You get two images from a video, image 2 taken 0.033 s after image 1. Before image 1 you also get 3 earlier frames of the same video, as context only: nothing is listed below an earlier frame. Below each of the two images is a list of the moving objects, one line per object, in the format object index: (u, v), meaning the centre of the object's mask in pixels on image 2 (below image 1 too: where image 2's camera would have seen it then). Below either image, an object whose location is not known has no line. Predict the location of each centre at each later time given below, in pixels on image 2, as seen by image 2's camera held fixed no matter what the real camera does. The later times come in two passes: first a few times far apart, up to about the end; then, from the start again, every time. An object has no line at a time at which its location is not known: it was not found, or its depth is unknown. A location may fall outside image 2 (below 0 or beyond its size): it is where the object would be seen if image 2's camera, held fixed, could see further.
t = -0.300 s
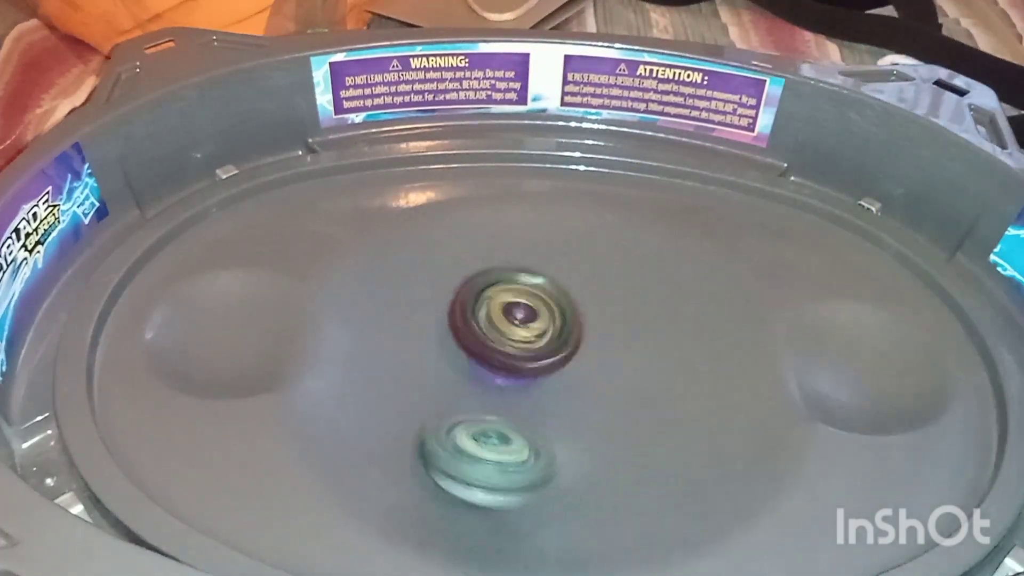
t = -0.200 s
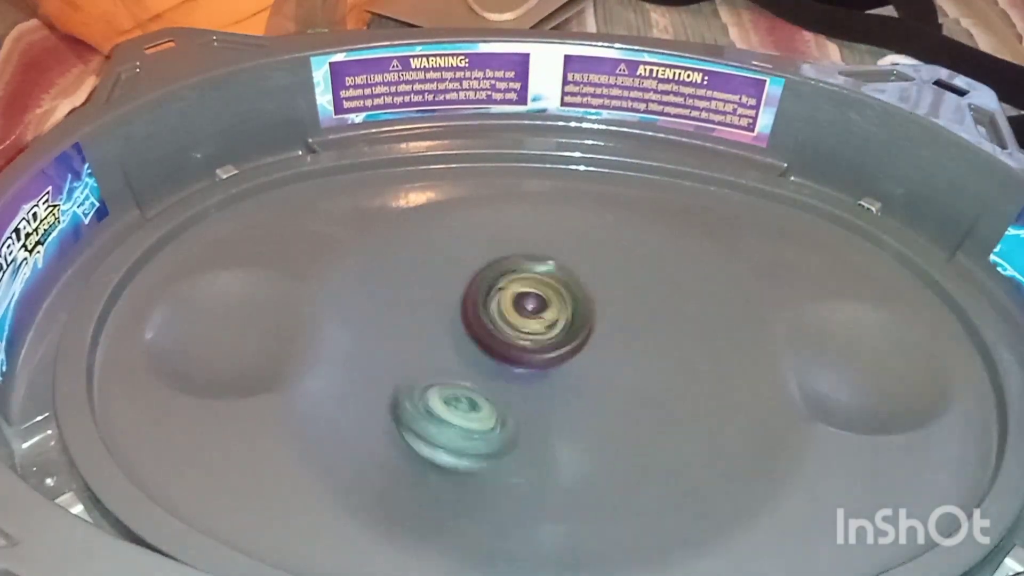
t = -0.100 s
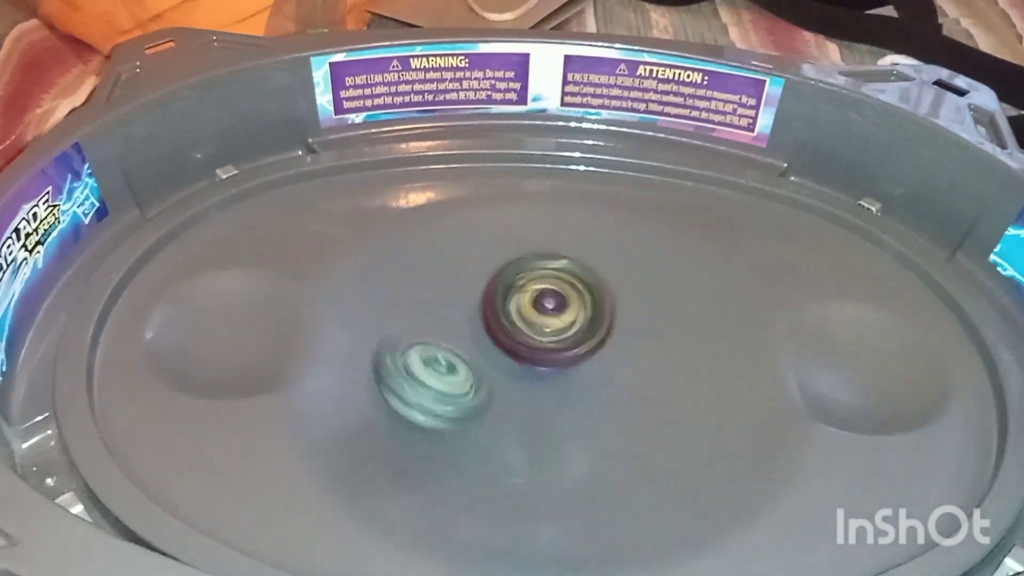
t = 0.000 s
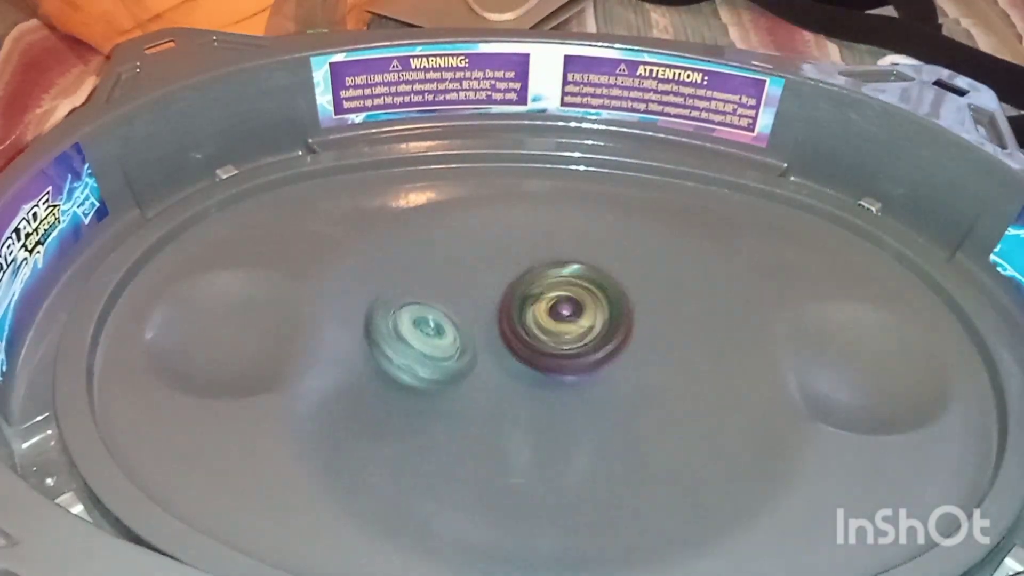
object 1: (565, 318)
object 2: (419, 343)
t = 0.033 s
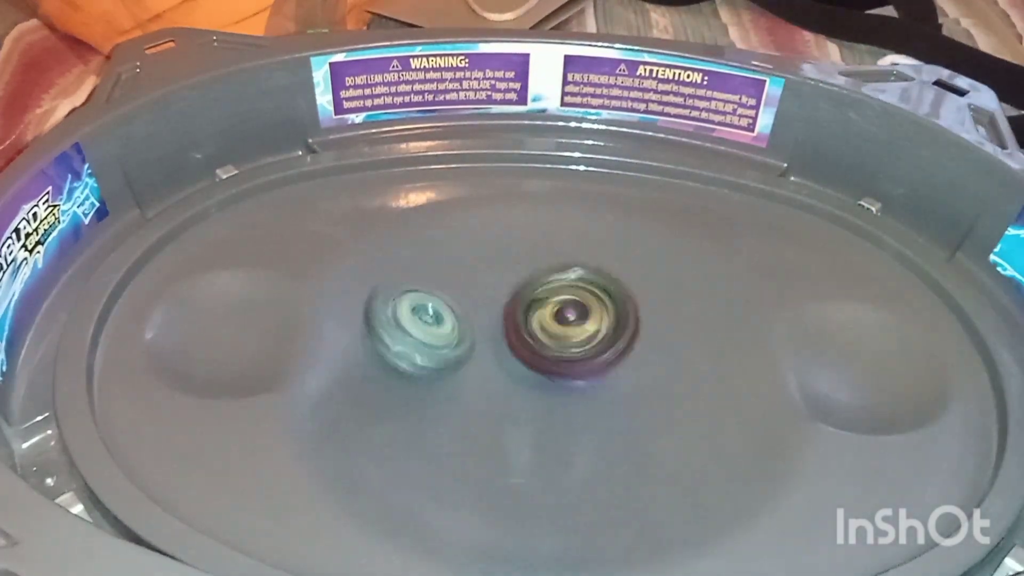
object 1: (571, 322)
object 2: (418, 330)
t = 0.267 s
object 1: (586, 361)
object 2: (447, 264)
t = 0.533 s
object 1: (550, 376)
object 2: (540, 259)
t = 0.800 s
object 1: (523, 338)
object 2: (650, 312)
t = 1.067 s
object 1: (546, 311)
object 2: (698, 387)
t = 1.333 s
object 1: (575, 340)
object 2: (627, 446)
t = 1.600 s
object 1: (596, 341)
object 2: (482, 431)
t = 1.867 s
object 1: (566, 327)
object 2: (434, 345)
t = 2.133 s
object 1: (536, 349)
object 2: (483, 275)
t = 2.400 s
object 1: (539, 372)
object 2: (602, 300)
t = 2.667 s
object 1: (547, 345)
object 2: (648, 387)
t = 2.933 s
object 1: (552, 323)
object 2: (562, 431)
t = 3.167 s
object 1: (566, 336)
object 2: (475, 386)
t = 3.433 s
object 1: (562, 392)
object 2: (518, 310)
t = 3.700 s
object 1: (550, 376)
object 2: (596, 284)
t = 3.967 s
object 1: (484, 311)
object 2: (587, 329)
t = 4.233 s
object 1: (501, 332)
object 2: (593, 443)
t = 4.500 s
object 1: (517, 367)
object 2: (575, 447)
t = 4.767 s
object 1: (502, 348)
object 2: (592, 433)
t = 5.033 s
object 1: (500, 343)
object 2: (599, 431)
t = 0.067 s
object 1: (575, 327)
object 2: (417, 317)
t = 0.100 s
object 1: (581, 333)
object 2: (419, 307)
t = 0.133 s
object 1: (583, 339)
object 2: (421, 297)
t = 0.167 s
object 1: (587, 344)
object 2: (426, 286)
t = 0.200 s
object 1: (588, 350)
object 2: (431, 278)
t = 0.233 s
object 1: (589, 356)
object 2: (438, 272)
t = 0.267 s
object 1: (586, 361)
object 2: (447, 264)
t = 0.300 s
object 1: (586, 366)
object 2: (455, 259)
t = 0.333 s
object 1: (582, 370)
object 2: (466, 256)
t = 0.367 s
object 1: (579, 373)
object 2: (477, 253)
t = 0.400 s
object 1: (574, 376)
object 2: (489, 252)
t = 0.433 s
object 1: (569, 378)
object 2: (503, 252)
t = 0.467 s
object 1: (562, 379)
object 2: (516, 254)
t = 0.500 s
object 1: (558, 378)
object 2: (527, 256)
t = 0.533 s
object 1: (550, 376)
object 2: (540, 259)
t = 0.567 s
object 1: (545, 374)
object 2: (558, 265)
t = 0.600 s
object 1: (538, 371)
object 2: (570, 268)
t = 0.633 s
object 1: (535, 367)
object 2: (585, 274)
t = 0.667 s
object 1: (530, 362)
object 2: (600, 280)
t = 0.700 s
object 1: (527, 355)
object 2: (614, 287)
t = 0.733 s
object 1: (525, 350)
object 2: (628, 295)
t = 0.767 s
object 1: (523, 343)
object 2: (639, 304)
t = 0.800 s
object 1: (523, 338)
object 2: (650, 312)
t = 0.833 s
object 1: (523, 332)
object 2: (661, 321)
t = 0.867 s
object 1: (525, 328)
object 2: (671, 330)
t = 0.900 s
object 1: (526, 323)
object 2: (680, 339)
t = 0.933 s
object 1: (530, 319)
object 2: (687, 348)
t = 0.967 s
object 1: (532, 314)
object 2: (691, 358)
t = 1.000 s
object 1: (537, 313)
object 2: (695, 367)
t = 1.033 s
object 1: (540, 311)
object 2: (697, 377)
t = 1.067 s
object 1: (546, 311)
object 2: (698, 387)
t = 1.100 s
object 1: (550, 311)
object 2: (697, 397)
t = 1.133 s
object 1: (555, 313)
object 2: (692, 406)
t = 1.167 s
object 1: (559, 316)
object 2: (688, 415)
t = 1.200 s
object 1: (564, 319)
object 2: (679, 423)
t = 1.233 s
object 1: (567, 323)
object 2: (669, 430)
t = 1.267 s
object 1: (571, 328)
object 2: (657, 437)
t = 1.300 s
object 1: (573, 335)
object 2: (642, 441)
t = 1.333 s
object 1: (575, 340)
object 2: (627, 446)
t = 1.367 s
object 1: (577, 347)
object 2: (611, 449)
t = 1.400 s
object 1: (577, 350)
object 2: (593, 450)
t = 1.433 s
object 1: (580, 355)
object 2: (576, 448)
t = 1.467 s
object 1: (589, 352)
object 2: (549, 450)
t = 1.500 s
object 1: (594, 354)
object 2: (526, 448)
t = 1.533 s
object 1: (591, 351)
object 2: (512, 443)
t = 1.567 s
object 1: (593, 342)
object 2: (496, 437)
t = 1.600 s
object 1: (596, 341)
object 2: (482, 431)
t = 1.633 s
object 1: (594, 339)
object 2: (469, 421)
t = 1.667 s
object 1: (591, 335)
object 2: (459, 412)
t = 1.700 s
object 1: (590, 332)
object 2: (449, 401)
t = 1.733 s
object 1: (588, 331)
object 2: (443, 390)
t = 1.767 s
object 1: (582, 330)
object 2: (437, 378)
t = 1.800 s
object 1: (577, 327)
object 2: (433, 367)
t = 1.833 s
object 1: (572, 327)
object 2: (432, 356)
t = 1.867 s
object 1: (566, 327)
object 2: (434, 345)
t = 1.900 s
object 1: (560, 327)
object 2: (437, 335)
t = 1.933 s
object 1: (552, 326)
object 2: (439, 323)
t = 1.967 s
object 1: (548, 327)
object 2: (442, 311)
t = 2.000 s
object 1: (545, 334)
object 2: (446, 297)
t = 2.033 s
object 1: (538, 336)
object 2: (453, 288)
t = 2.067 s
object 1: (537, 340)
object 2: (463, 280)
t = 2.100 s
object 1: (536, 344)
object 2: (474, 276)
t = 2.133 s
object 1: (536, 349)
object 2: (483, 275)
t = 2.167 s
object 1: (533, 353)
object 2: (497, 274)
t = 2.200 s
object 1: (534, 355)
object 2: (516, 273)
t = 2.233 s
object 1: (535, 361)
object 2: (532, 275)
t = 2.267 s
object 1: (534, 364)
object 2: (546, 276)
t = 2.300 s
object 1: (534, 366)
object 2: (558, 280)
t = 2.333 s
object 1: (534, 368)
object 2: (571, 285)
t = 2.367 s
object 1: (538, 368)
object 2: (586, 292)
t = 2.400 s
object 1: (539, 372)
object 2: (602, 300)
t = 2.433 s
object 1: (538, 368)
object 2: (613, 307)
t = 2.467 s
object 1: (544, 368)
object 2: (623, 314)
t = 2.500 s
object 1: (546, 369)
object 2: (631, 323)
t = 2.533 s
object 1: (548, 365)
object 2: (641, 334)
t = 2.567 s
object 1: (549, 362)
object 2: (648, 346)
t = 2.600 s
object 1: (547, 356)
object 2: (652, 363)
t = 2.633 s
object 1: (548, 351)
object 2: (651, 374)
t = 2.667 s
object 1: (547, 345)
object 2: (648, 387)
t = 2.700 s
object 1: (547, 341)
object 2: (644, 396)
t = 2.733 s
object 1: (549, 339)
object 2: (637, 407)
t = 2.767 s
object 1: (548, 336)
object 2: (631, 415)
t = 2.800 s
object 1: (548, 332)
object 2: (620, 422)
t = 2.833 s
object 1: (549, 329)
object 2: (609, 427)
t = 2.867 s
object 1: (550, 326)
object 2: (593, 431)
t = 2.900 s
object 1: (550, 325)
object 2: (577, 432)
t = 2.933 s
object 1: (552, 323)
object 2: (562, 431)
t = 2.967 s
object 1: (555, 320)
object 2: (546, 429)
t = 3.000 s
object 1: (557, 321)
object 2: (531, 425)
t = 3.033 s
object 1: (559, 323)
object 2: (517, 420)
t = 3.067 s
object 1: (559, 328)
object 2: (504, 412)
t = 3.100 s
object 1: (558, 330)
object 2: (495, 405)
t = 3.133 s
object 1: (562, 332)
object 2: (484, 397)
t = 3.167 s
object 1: (566, 336)
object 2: (475, 386)
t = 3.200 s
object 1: (565, 342)
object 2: (472, 379)
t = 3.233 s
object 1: (566, 350)
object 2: (470, 368)
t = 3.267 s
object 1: (564, 358)
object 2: (469, 354)
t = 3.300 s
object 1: (563, 367)
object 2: (470, 344)
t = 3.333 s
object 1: (562, 379)
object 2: (479, 330)
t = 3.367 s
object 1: (560, 386)
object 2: (494, 322)
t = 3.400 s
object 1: (561, 389)
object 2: (503, 317)
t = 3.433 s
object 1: (562, 392)
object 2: (518, 310)
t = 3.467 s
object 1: (560, 392)
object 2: (536, 304)
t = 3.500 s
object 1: (560, 391)
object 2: (548, 297)
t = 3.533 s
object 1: (563, 389)
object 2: (560, 291)
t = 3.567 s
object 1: (564, 388)
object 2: (571, 288)
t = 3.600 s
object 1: (563, 388)
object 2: (581, 280)
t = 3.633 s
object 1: (560, 386)
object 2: (587, 282)
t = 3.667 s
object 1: (556, 383)
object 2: (593, 280)
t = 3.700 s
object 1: (550, 376)
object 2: (596, 284)
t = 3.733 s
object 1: (543, 369)
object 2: (596, 286)
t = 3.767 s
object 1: (536, 360)
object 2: (596, 292)
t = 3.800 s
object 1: (527, 350)
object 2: (592, 294)
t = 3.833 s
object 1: (517, 341)
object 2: (595, 302)
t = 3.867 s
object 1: (506, 332)
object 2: (592, 306)
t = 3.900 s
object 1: (498, 323)
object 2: (591, 313)
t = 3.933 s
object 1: (491, 317)
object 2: (591, 322)
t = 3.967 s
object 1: (484, 311)
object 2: (587, 329)
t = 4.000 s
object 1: (476, 307)
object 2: (583, 342)
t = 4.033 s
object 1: (471, 305)
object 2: (587, 360)
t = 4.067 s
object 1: (470, 305)
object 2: (587, 379)
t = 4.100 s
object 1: (471, 306)
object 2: (588, 398)
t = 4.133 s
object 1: (478, 308)
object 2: (592, 410)
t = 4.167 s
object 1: (486, 312)
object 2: (593, 425)
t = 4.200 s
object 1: (495, 321)
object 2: (592, 435)
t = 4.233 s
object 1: (501, 332)
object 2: (593, 443)
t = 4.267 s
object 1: (505, 342)
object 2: (593, 442)
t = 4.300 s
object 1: (508, 356)
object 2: (591, 443)
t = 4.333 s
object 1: (514, 368)
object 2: (586, 442)
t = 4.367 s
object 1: (519, 375)
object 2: (587, 437)
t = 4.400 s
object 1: (516, 375)
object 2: (588, 441)
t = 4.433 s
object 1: (516, 371)
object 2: (584, 443)
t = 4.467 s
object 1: (516, 370)
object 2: (579, 445)
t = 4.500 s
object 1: (517, 367)
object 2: (575, 447)
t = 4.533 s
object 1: (517, 364)
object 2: (574, 448)
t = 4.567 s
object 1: (517, 362)
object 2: (575, 448)
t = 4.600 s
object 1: (518, 359)
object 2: (576, 446)
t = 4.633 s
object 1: (520, 355)
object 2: (581, 444)
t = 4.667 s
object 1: (519, 351)
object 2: (585, 440)
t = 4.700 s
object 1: (518, 348)
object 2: (589, 437)
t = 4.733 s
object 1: (517, 345)
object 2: (590, 434)
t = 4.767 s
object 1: (502, 348)
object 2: (592, 433)
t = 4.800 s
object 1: (502, 347)
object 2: (593, 432)
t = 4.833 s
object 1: (501, 346)
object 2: (595, 431)
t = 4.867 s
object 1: (501, 346)
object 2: (597, 431)
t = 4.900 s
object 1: (501, 345)
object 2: (599, 431)
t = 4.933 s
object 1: (501, 345)
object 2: (600, 431)
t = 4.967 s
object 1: (501, 344)
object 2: (599, 431)
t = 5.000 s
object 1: (500, 343)
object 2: (599, 431)
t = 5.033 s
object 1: (500, 343)
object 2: (599, 431)
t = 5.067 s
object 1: (500, 343)
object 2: (599, 431)
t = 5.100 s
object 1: (500, 343)
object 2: (599, 431)
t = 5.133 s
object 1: (500, 344)
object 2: (599, 431)
